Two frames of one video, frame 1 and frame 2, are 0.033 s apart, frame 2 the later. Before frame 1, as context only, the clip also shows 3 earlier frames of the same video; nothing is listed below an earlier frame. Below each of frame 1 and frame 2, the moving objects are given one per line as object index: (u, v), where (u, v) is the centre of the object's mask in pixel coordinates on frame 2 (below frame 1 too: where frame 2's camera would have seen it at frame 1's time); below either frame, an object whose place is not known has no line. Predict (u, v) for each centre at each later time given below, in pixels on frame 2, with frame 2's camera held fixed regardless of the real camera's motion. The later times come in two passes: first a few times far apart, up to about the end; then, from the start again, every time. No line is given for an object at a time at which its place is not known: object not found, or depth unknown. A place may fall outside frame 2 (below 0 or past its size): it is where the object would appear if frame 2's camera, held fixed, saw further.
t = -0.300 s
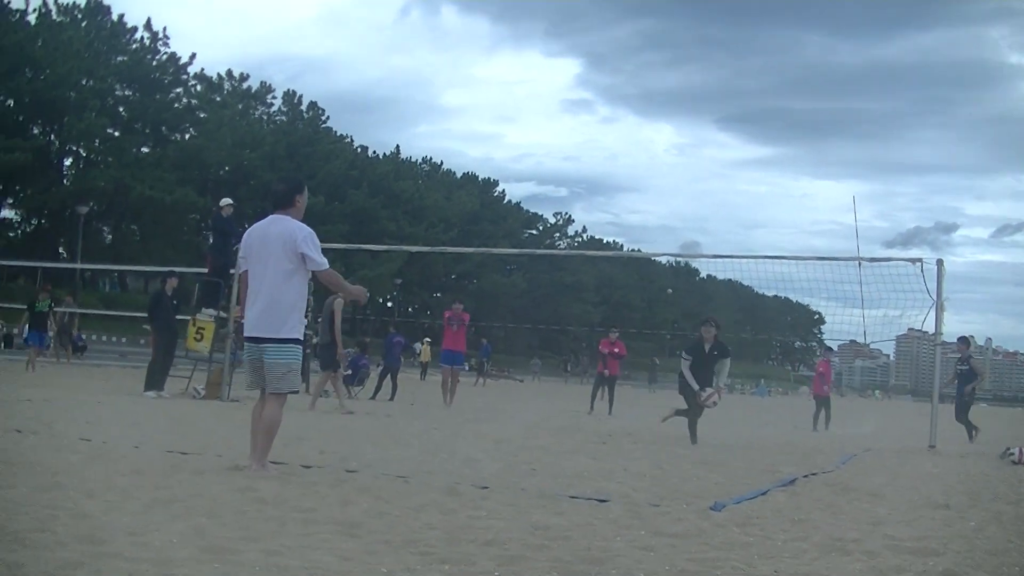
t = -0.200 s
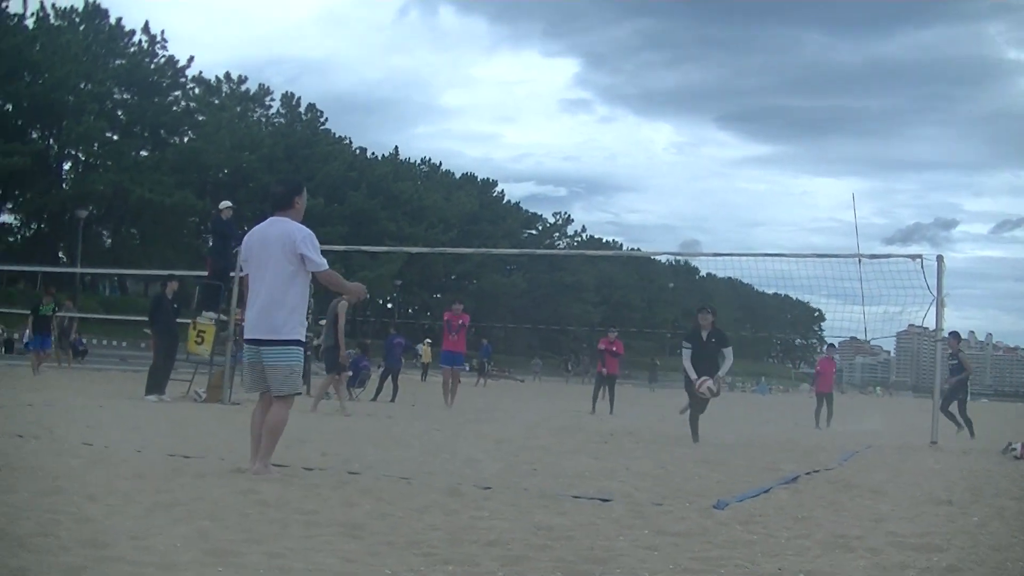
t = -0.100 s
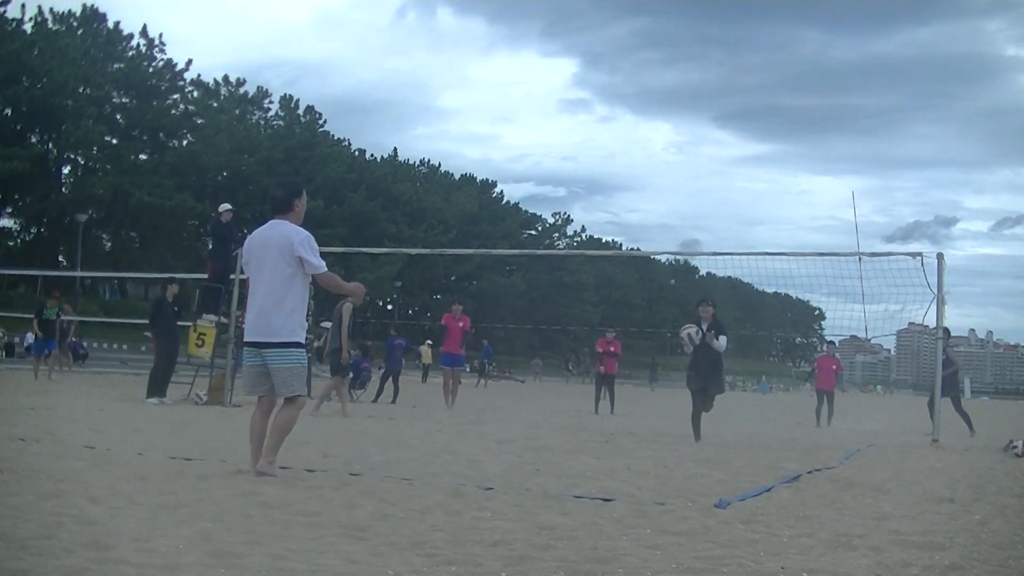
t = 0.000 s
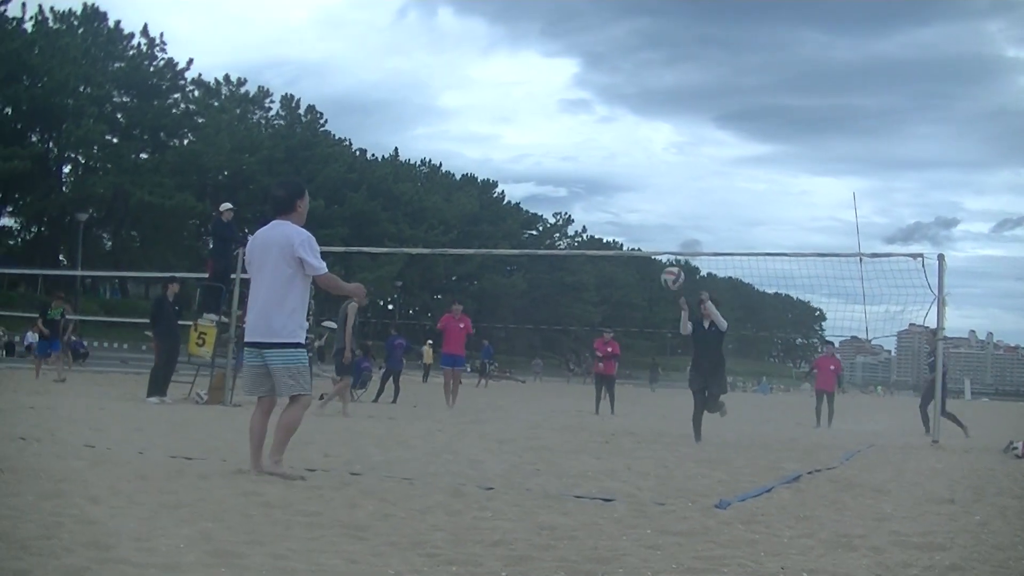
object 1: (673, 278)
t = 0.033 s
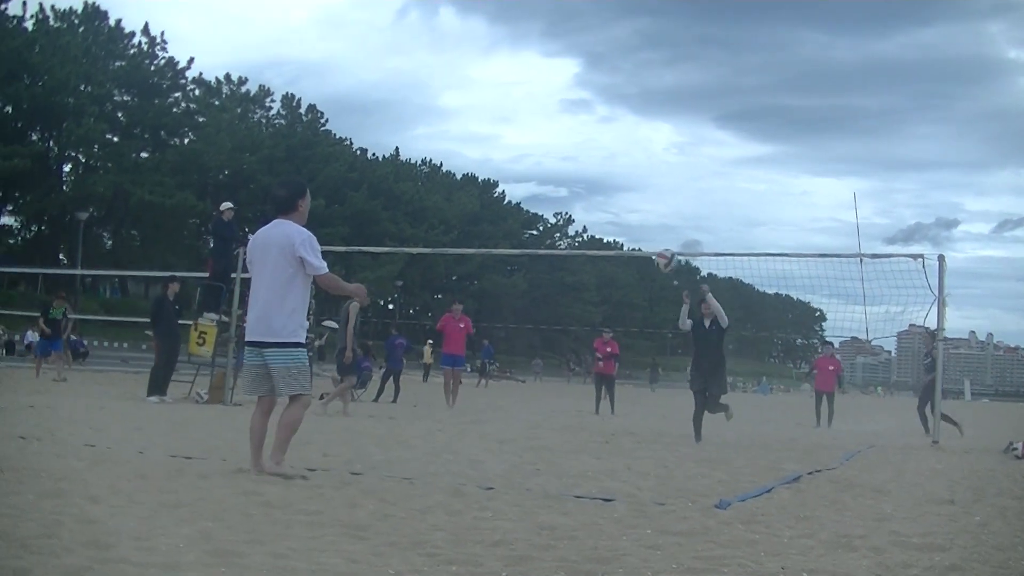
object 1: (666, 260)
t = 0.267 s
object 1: (614, 160)
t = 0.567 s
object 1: (528, 106)
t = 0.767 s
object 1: (452, 136)
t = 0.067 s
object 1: (660, 244)
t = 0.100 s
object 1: (653, 228)
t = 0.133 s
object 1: (645, 212)
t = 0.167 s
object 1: (638, 198)
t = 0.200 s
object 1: (630, 184)
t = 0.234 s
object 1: (622, 172)
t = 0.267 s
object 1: (614, 160)
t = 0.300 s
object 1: (606, 149)
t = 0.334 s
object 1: (597, 139)
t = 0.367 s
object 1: (589, 131)
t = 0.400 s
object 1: (579, 123)
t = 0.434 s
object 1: (570, 117)
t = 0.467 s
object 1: (560, 112)
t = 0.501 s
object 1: (550, 109)
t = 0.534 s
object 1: (539, 106)
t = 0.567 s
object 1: (528, 106)
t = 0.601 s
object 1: (517, 106)
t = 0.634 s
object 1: (505, 108)
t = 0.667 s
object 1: (492, 112)
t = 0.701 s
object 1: (479, 118)
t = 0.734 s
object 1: (466, 126)
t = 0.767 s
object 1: (452, 136)
